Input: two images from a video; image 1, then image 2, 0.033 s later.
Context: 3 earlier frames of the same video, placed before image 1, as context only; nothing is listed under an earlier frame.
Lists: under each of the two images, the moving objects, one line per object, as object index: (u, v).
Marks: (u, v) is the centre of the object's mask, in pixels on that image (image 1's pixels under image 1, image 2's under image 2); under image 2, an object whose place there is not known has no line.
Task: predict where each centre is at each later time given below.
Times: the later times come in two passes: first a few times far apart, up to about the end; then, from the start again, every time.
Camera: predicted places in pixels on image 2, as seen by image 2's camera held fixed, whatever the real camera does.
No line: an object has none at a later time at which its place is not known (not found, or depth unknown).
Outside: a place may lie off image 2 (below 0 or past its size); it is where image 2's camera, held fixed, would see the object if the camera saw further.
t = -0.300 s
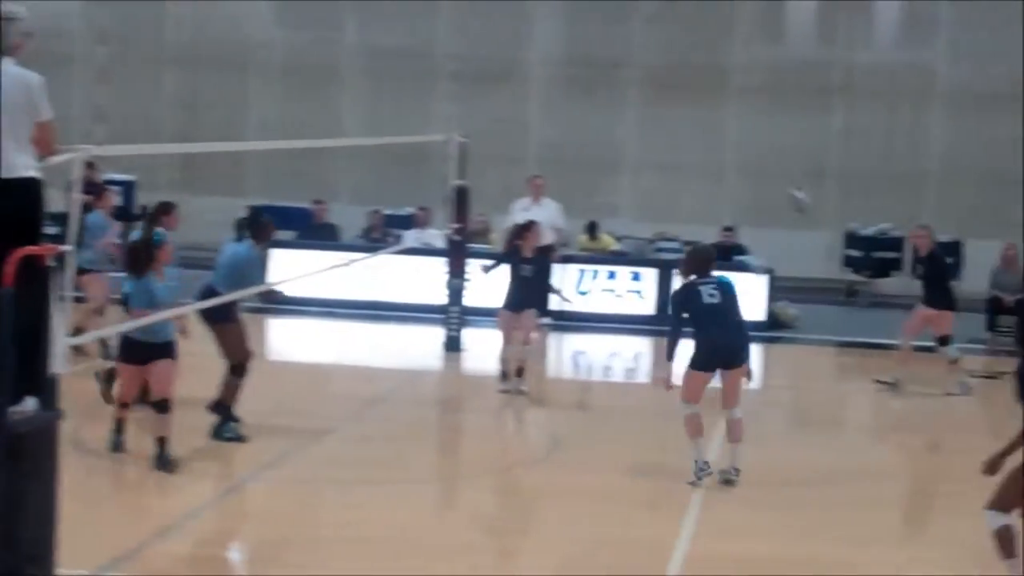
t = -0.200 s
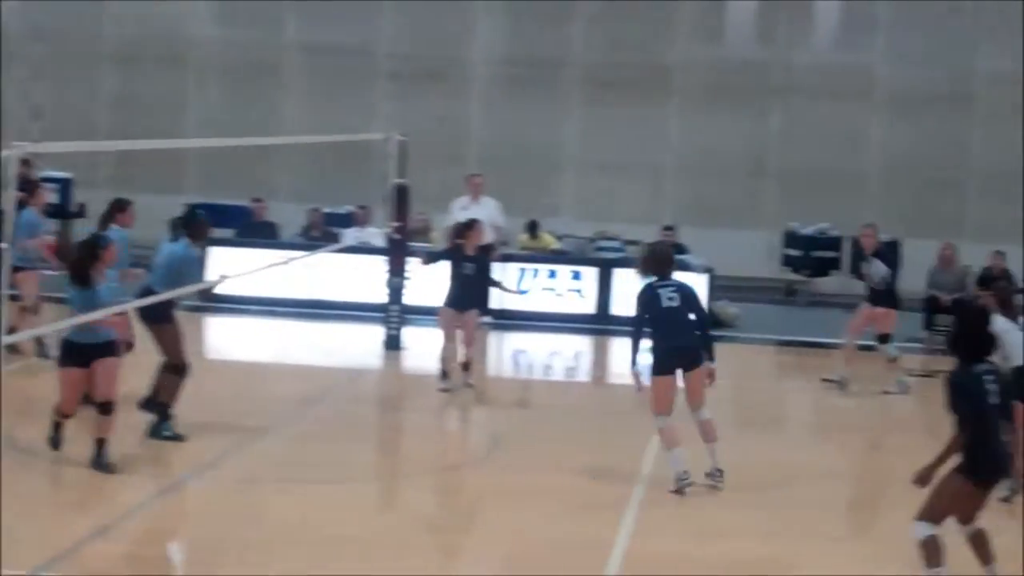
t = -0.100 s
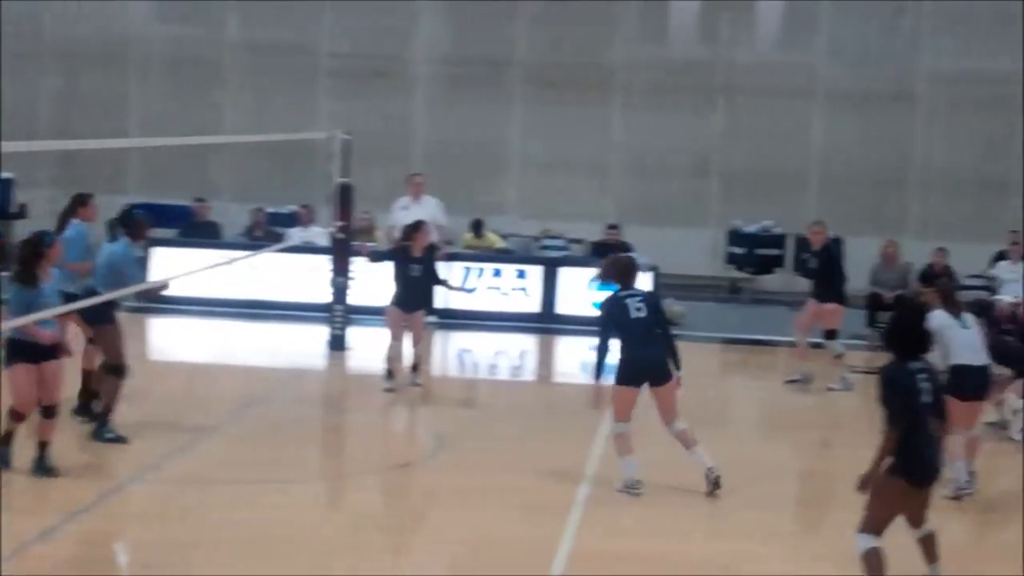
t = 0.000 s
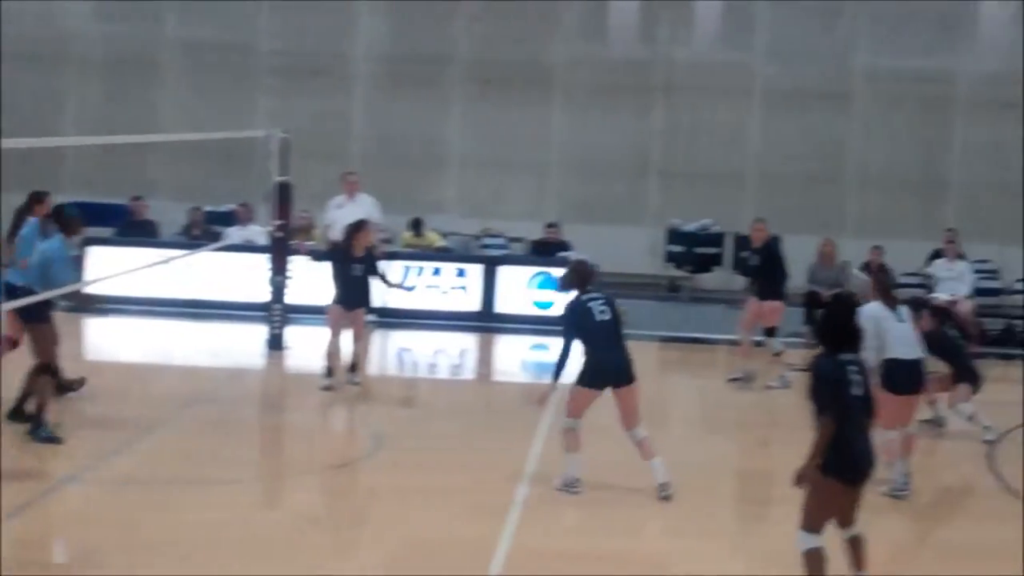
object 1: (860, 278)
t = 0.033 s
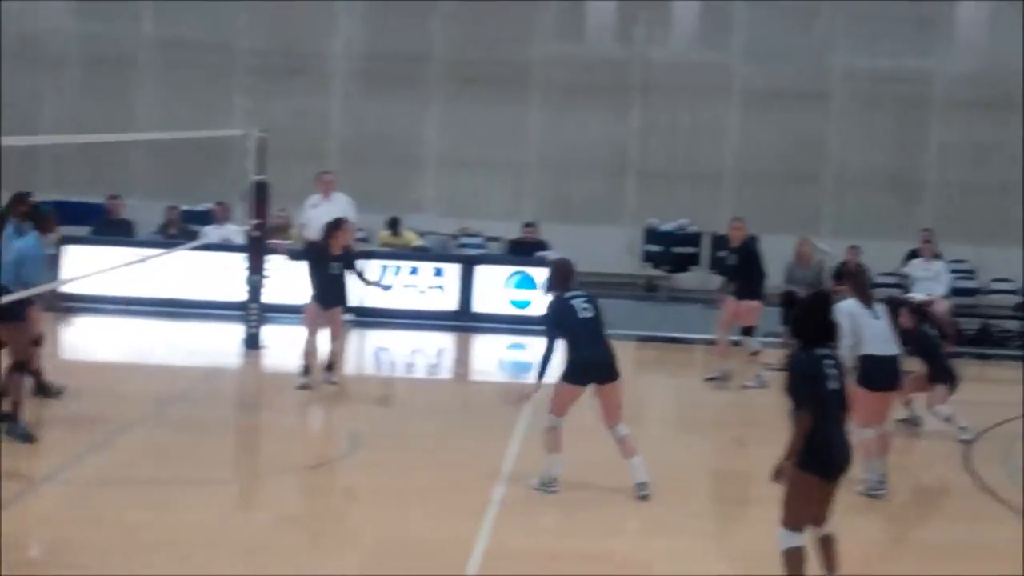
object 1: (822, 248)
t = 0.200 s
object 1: (749, 141)
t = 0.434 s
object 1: (646, 42)
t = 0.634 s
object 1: (555, 12)
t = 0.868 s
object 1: (449, 27)
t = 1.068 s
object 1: (362, 97)
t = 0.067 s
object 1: (812, 223)
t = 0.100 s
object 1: (794, 205)
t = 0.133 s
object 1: (776, 179)
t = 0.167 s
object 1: (763, 158)
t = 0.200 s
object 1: (749, 141)
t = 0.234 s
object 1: (734, 124)
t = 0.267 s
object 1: (719, 108)
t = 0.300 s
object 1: (704, 90)
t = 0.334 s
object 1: (689, 76)
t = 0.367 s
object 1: (675, 65)
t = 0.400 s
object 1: (661, 52)
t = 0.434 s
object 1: (646, 42)
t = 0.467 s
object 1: (632, 34)
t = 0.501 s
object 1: (615, 28)
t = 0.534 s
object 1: (599, 22)
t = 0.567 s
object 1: (586, 16)
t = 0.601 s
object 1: (572, 14)
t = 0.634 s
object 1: (555, 12)
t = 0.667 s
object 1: (541, 10)
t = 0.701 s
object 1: (525, 10)
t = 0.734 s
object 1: (510, 11)
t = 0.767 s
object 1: (497, 15)
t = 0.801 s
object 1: (481, 17)
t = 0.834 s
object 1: (466, 22)
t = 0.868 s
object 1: (449, 27)
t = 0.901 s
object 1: (437, 36)
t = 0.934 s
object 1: (422, 45)
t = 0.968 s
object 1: (407, 55)
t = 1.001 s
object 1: (393, 68)
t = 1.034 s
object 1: (377, 82)
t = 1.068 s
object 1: (362, 97)
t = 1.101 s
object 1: (345, 113)
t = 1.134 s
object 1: (329, 130)
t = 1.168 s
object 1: (314, 145)
